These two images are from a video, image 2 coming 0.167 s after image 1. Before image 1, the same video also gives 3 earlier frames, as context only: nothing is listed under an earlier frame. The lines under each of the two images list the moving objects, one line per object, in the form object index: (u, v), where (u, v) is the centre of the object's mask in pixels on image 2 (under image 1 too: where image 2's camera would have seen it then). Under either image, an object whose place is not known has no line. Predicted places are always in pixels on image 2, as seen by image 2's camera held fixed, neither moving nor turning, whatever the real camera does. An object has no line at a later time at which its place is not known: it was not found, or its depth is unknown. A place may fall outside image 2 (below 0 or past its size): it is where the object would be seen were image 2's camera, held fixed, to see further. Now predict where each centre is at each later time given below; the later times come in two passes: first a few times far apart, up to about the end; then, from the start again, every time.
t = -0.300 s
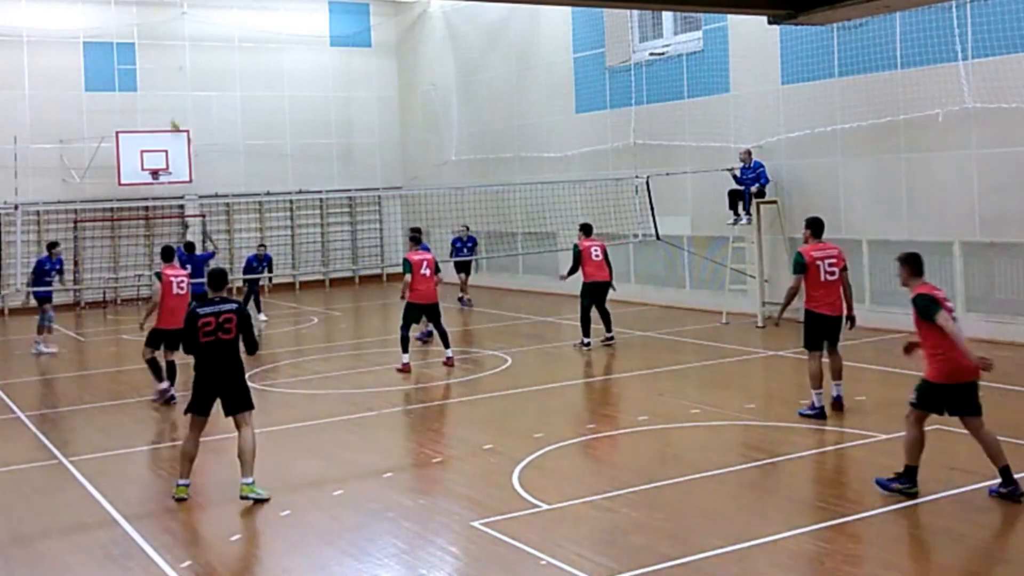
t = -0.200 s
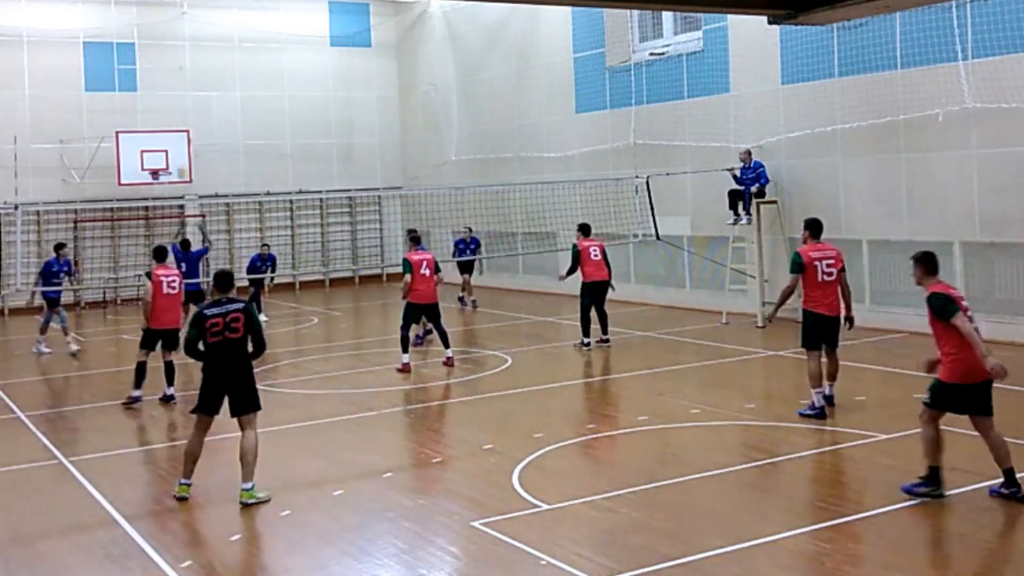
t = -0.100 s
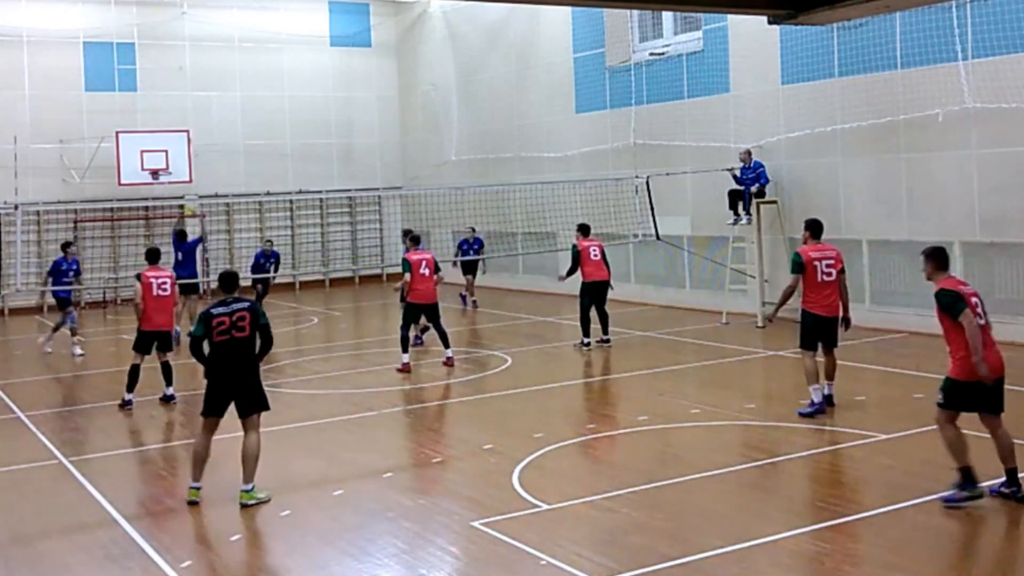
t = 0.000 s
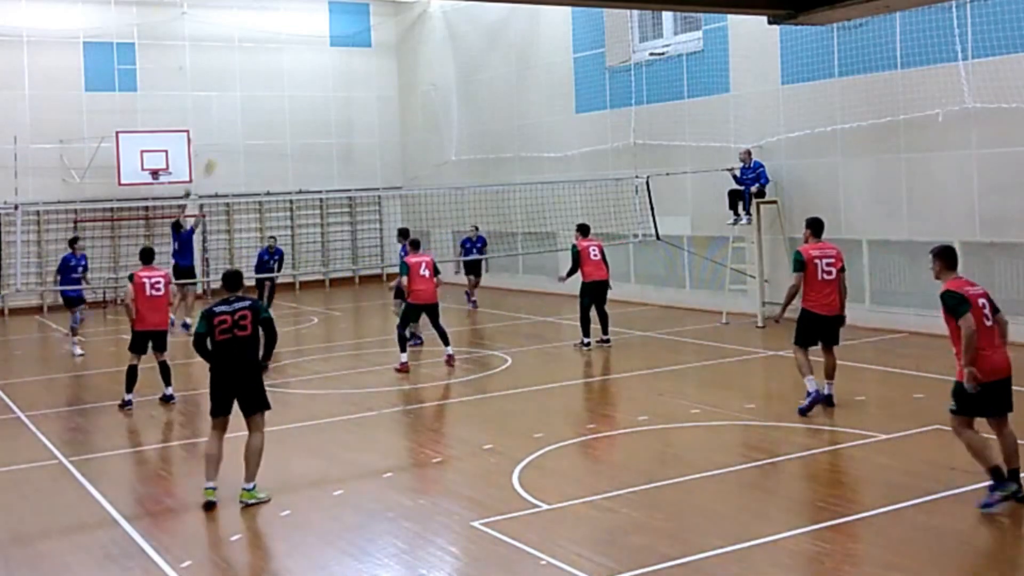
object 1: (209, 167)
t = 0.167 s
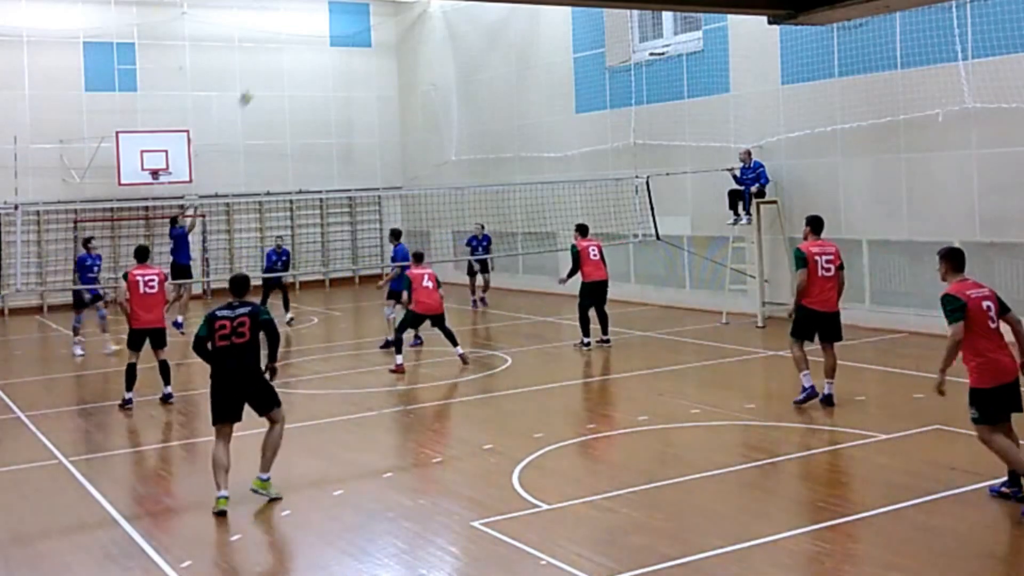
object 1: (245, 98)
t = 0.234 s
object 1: (259, 76)
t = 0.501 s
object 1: (314, 13)
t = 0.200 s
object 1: (252, 87)
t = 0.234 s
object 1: (259, 76)
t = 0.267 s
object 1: (266, 66)
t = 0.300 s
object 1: (273, 56)
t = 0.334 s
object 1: (280, 46)
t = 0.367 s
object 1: (287, 37)
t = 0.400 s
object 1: (293, 30)
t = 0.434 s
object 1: (300, 24)
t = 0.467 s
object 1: (307, 18)
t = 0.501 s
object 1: (314, 13)
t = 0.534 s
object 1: (321, 8)
